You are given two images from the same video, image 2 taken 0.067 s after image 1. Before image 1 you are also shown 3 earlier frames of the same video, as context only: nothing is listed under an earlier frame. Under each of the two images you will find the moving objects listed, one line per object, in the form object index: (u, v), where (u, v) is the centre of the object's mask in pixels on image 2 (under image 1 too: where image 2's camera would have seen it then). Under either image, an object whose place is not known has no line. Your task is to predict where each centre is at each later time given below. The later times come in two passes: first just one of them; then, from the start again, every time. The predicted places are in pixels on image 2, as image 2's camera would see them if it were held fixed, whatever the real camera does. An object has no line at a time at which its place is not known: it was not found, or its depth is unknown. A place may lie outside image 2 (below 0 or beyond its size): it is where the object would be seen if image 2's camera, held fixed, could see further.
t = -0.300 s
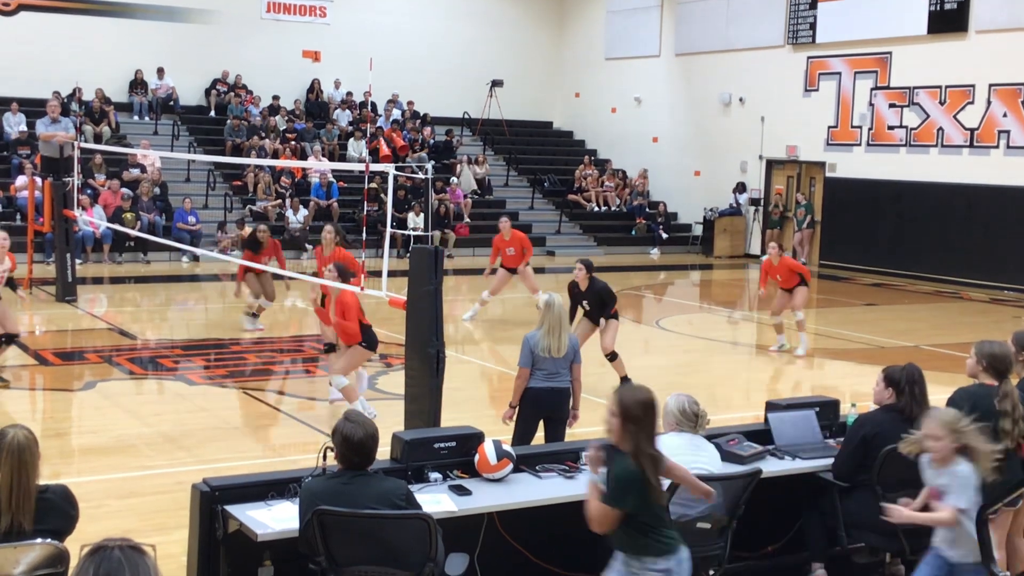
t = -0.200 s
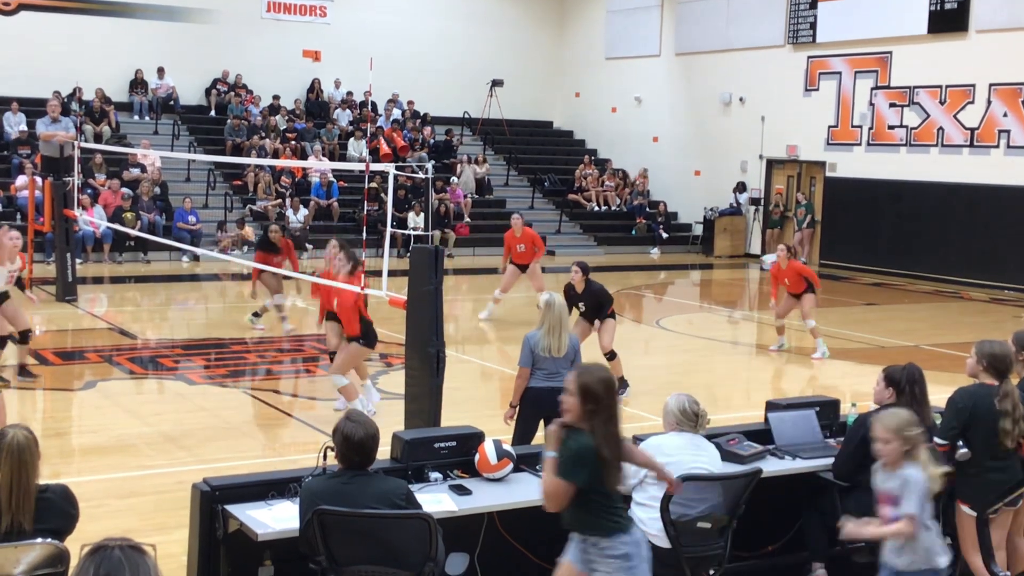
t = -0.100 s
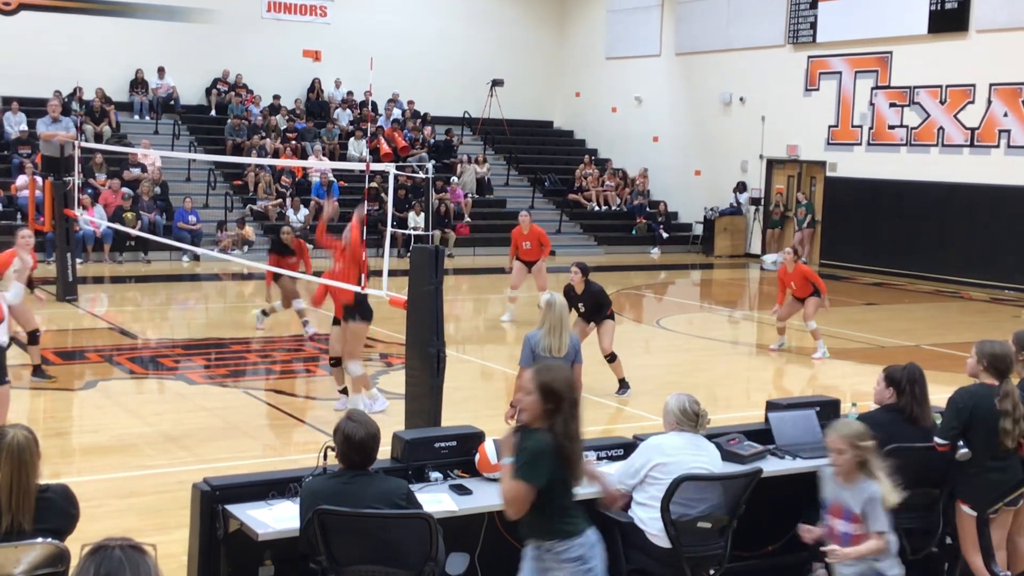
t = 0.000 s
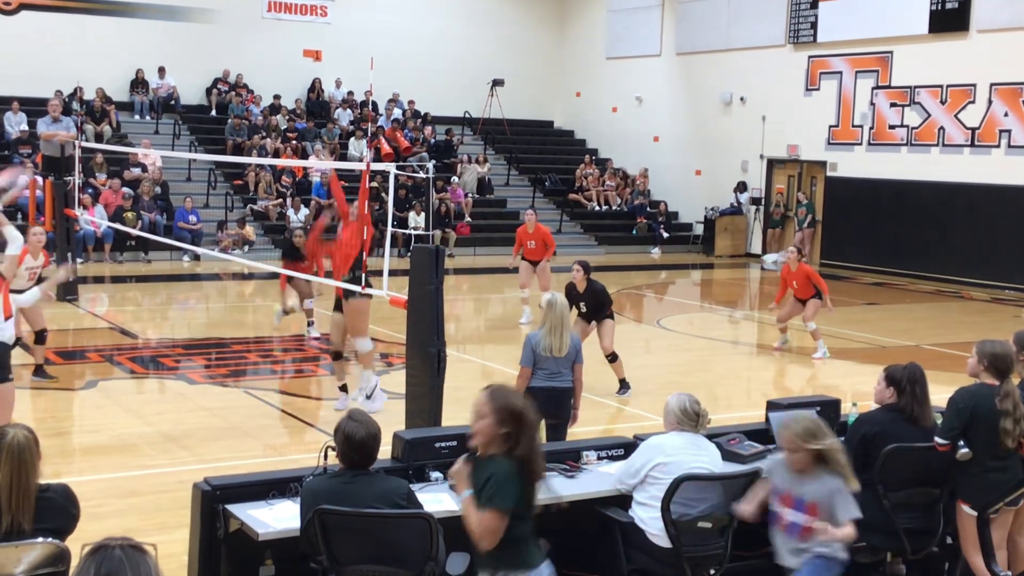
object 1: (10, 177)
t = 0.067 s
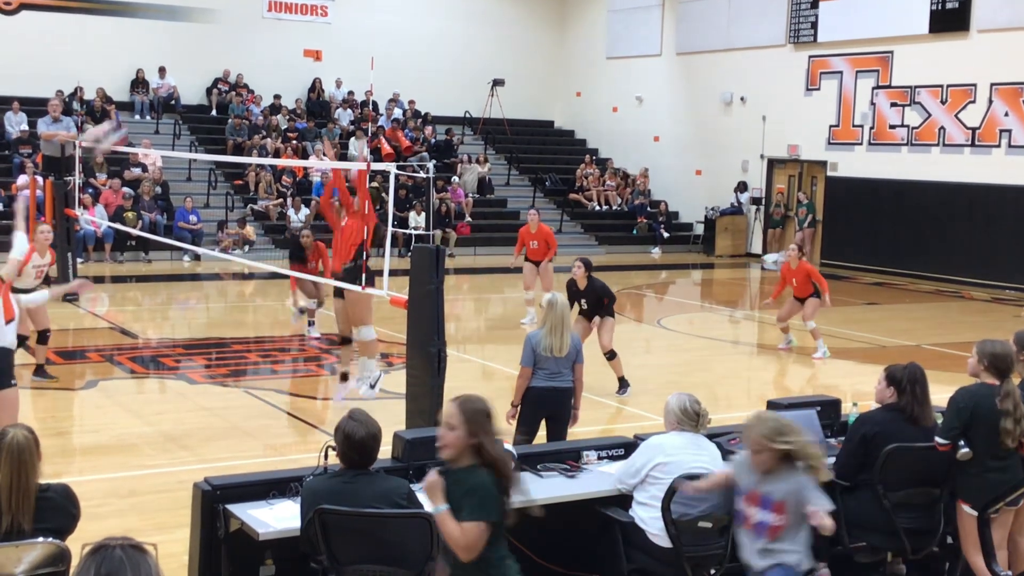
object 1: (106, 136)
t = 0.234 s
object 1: (298, 71)
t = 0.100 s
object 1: (149, 119)
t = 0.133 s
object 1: (189, 106)
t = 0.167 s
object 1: (226, 90)
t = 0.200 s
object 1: (266, 78)
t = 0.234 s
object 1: (298, 71)
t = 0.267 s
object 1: (329, 64)
